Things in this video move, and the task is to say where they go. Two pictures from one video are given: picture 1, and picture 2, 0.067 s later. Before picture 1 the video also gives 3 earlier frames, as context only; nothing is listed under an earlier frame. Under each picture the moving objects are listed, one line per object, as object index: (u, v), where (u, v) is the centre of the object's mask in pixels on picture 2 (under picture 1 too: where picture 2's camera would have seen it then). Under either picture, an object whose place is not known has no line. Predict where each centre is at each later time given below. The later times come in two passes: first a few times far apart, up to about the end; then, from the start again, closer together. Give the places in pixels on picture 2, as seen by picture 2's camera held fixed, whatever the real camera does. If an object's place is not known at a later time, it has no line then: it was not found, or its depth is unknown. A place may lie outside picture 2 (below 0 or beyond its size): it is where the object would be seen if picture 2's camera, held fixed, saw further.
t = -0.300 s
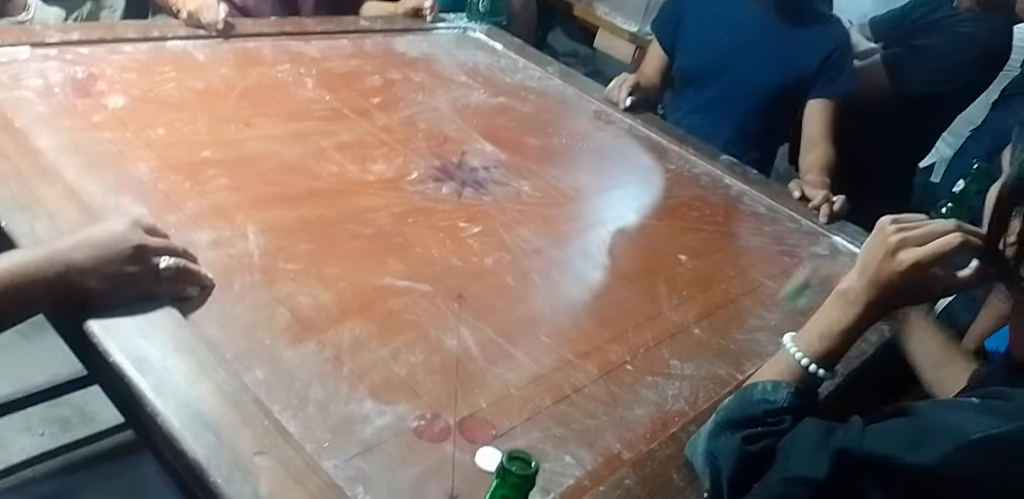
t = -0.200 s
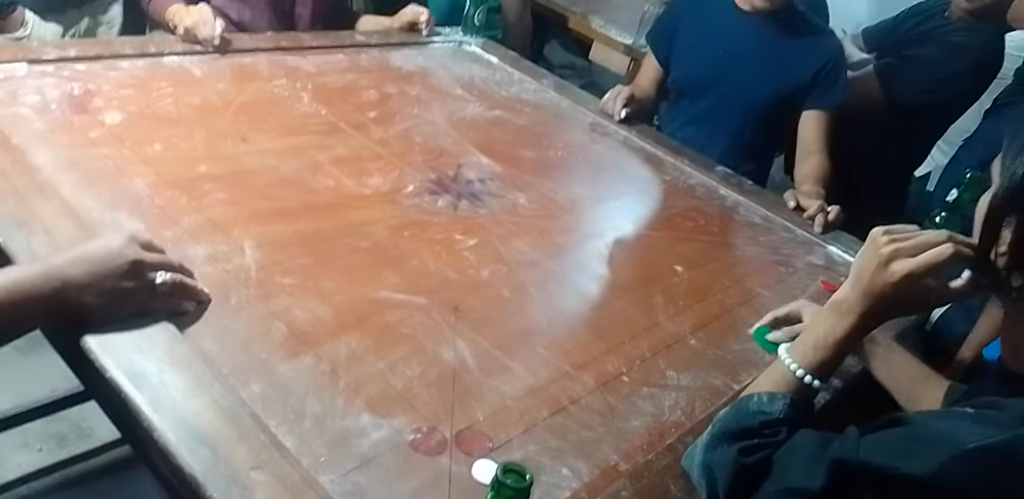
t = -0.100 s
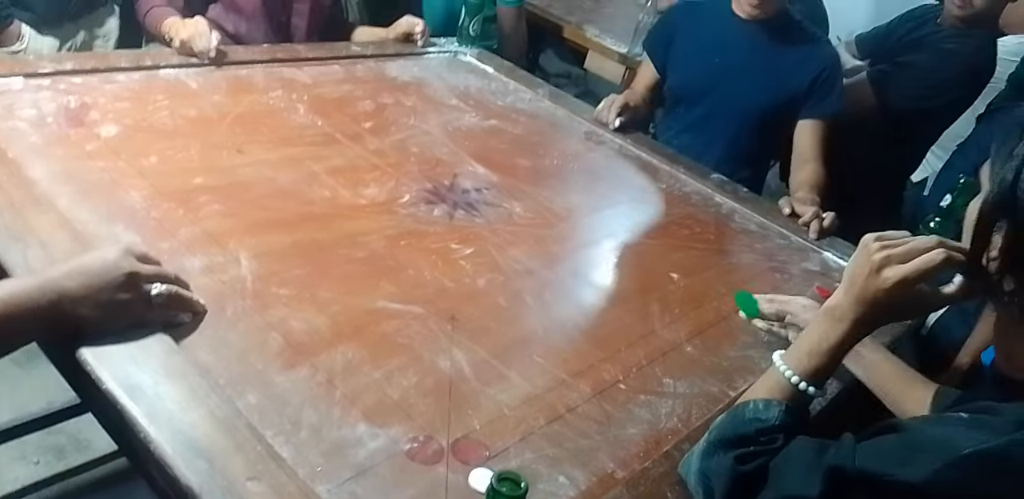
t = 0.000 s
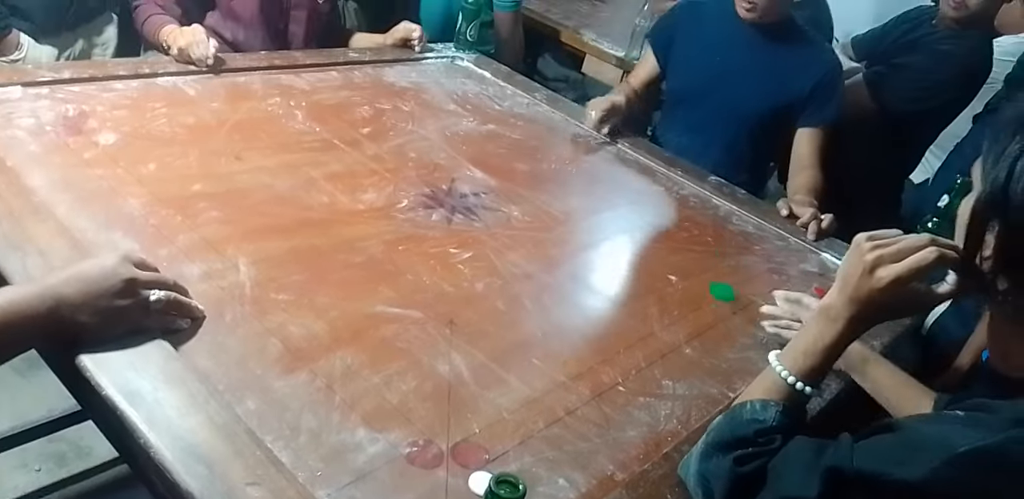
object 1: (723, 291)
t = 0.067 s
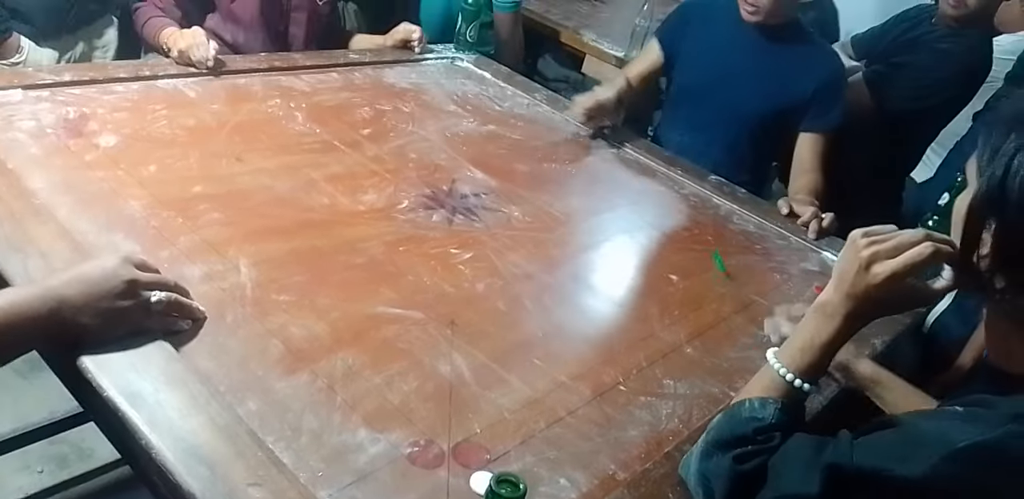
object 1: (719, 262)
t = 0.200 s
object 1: (706, 236)
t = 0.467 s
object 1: (693, 203)
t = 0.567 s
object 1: (689, 199)
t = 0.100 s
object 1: (717, 254)
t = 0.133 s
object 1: (712, 248)
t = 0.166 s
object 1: (707, 244)
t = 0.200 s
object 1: (706, 236)
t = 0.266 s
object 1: (703, 225)
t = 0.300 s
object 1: (700, 219)
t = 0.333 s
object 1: (697, 215)
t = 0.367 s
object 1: (696, 211)
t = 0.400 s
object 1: (694, 206)
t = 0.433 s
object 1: (692, 204)
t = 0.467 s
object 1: (693, 203)
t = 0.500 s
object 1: (690, 200)
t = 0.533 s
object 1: (689, 199)
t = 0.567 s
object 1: (689, 199)
